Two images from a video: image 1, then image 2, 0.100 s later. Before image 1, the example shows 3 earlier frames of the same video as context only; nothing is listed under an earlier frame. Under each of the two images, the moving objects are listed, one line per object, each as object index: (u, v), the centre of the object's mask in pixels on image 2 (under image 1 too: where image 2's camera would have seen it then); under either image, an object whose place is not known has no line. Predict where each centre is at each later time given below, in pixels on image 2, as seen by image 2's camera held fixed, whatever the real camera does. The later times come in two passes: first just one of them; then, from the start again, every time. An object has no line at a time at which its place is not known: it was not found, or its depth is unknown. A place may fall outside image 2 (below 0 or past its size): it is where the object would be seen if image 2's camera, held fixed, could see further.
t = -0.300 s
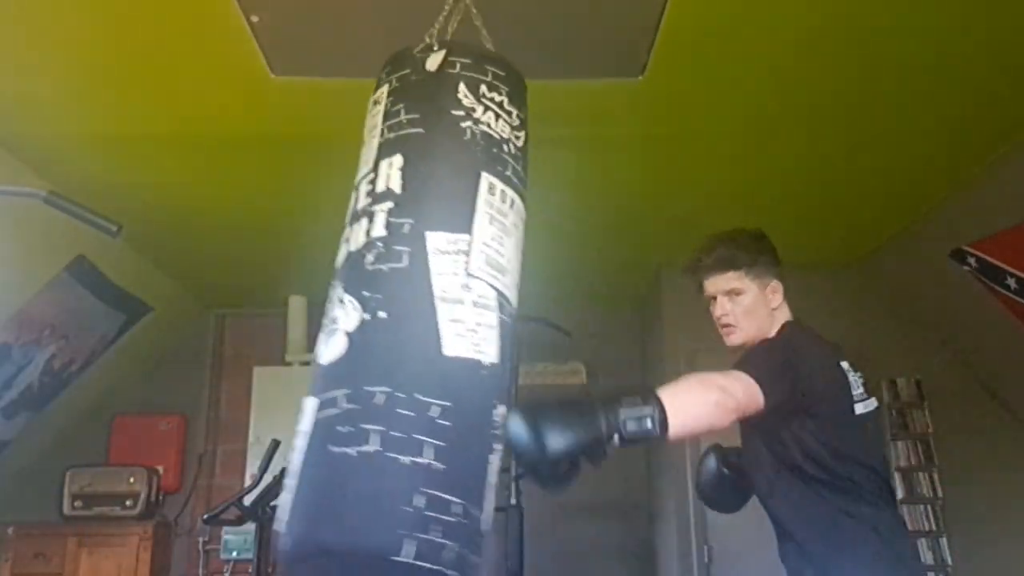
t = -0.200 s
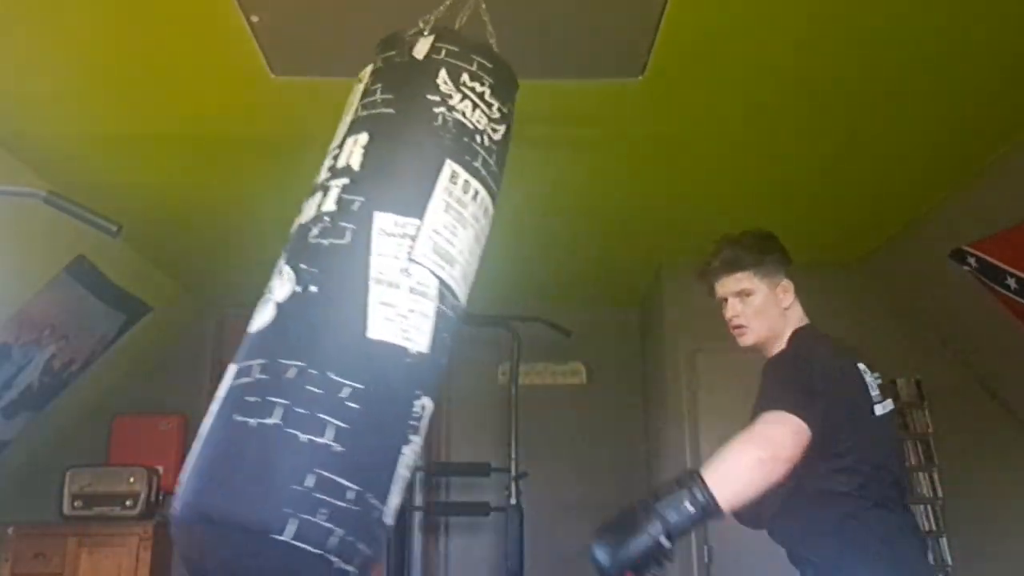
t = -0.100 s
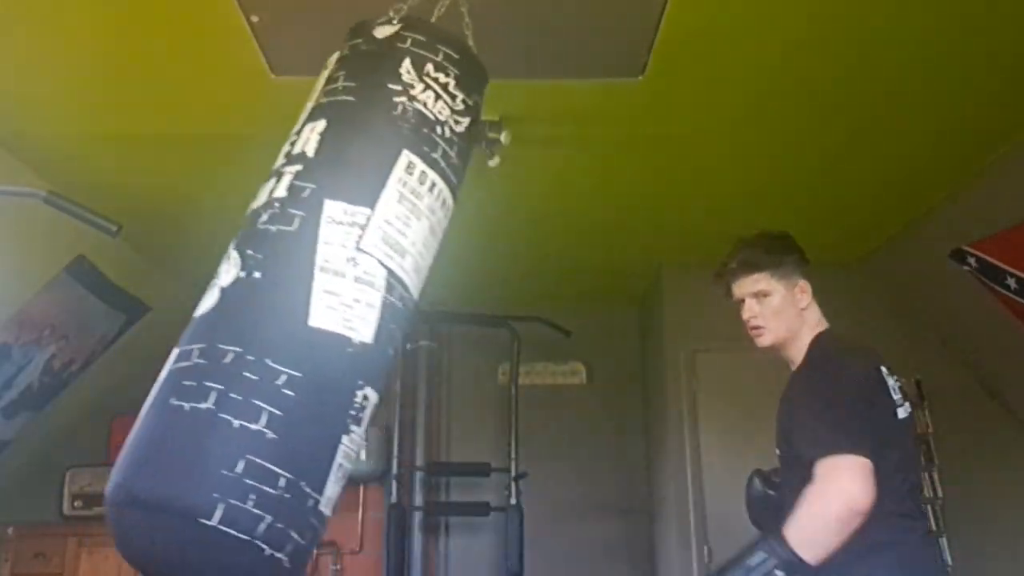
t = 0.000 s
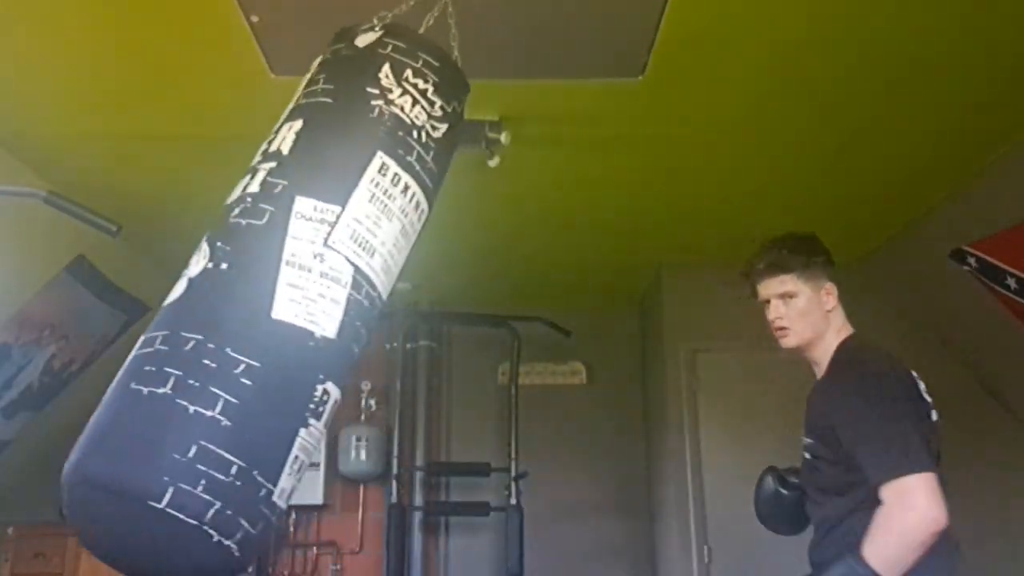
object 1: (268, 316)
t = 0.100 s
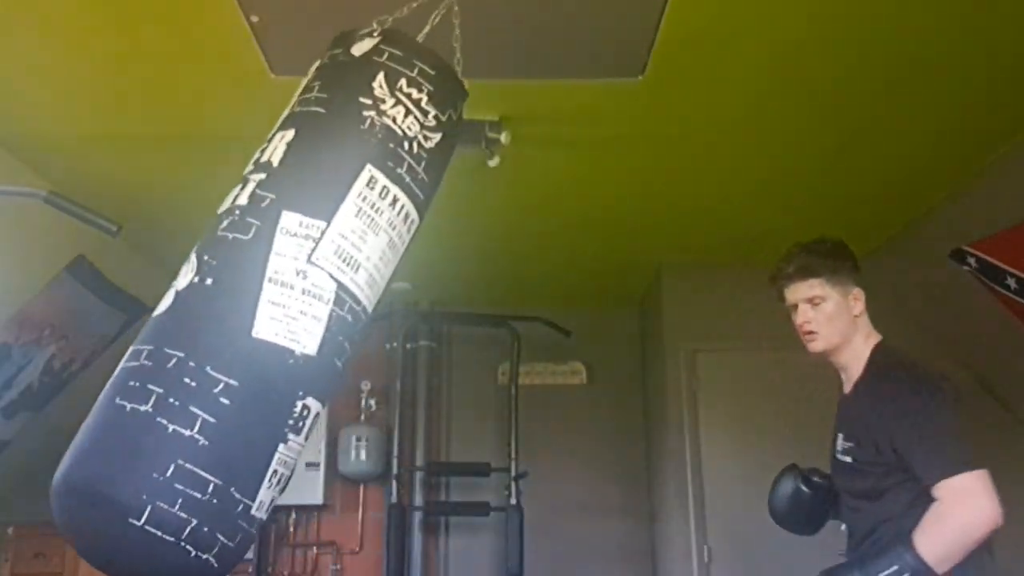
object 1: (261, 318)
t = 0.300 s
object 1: (307, 336)
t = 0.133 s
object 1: (265, 319)
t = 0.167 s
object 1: (269, 320)
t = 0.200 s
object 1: (276, 323)
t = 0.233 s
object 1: (284, 327)
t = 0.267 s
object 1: (295, 332)
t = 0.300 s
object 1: (307, 336)
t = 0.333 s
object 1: (320, 340)
